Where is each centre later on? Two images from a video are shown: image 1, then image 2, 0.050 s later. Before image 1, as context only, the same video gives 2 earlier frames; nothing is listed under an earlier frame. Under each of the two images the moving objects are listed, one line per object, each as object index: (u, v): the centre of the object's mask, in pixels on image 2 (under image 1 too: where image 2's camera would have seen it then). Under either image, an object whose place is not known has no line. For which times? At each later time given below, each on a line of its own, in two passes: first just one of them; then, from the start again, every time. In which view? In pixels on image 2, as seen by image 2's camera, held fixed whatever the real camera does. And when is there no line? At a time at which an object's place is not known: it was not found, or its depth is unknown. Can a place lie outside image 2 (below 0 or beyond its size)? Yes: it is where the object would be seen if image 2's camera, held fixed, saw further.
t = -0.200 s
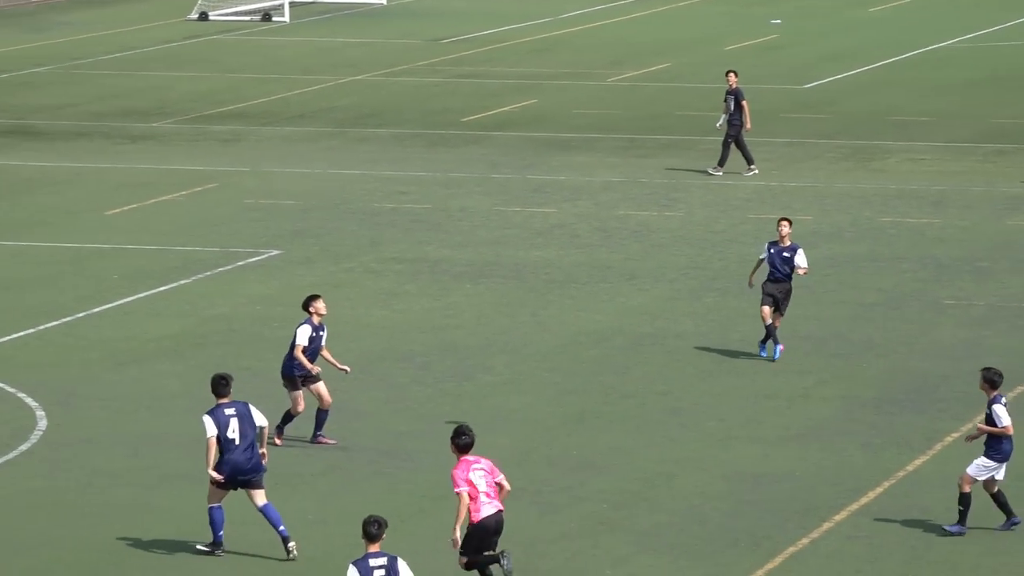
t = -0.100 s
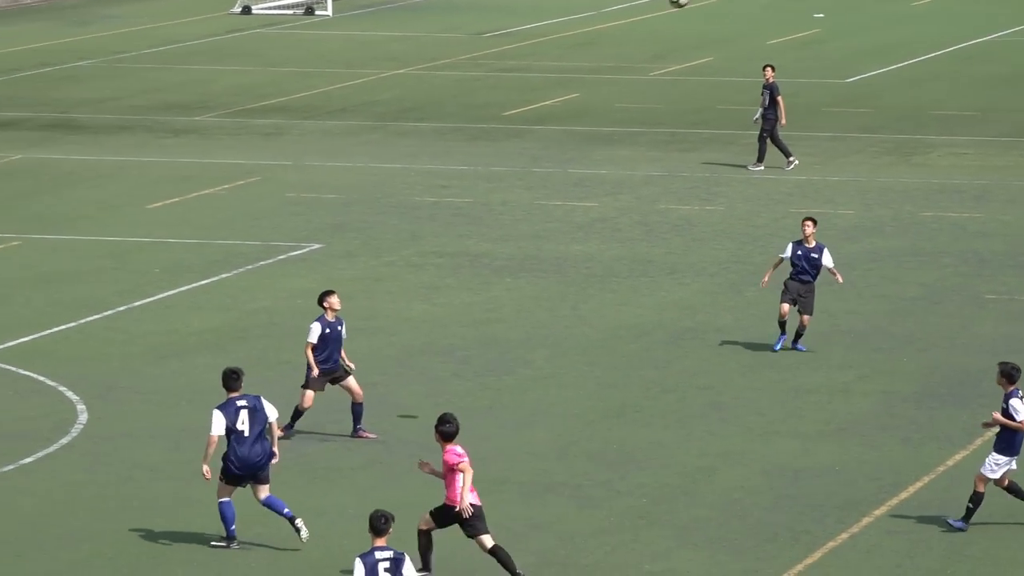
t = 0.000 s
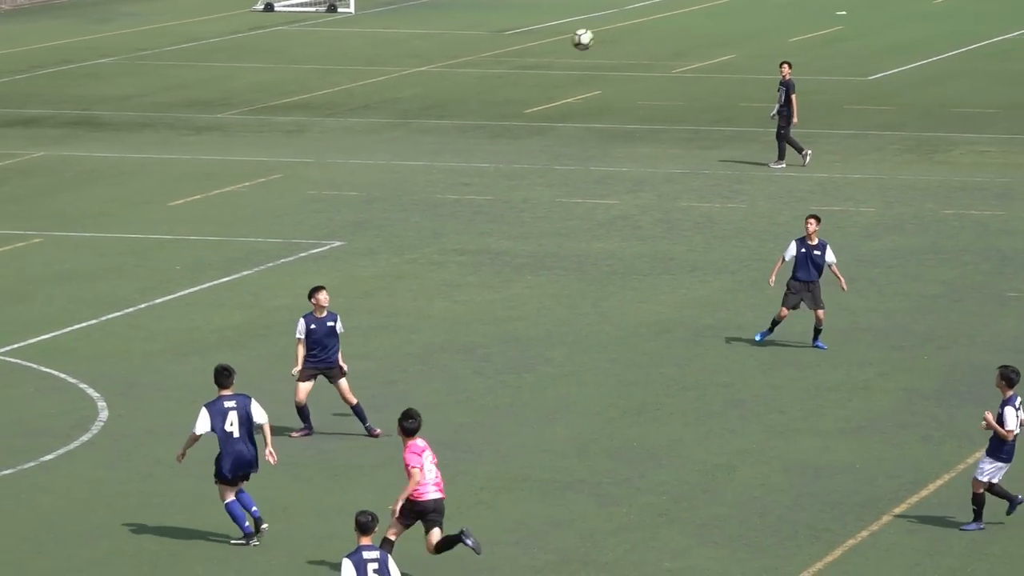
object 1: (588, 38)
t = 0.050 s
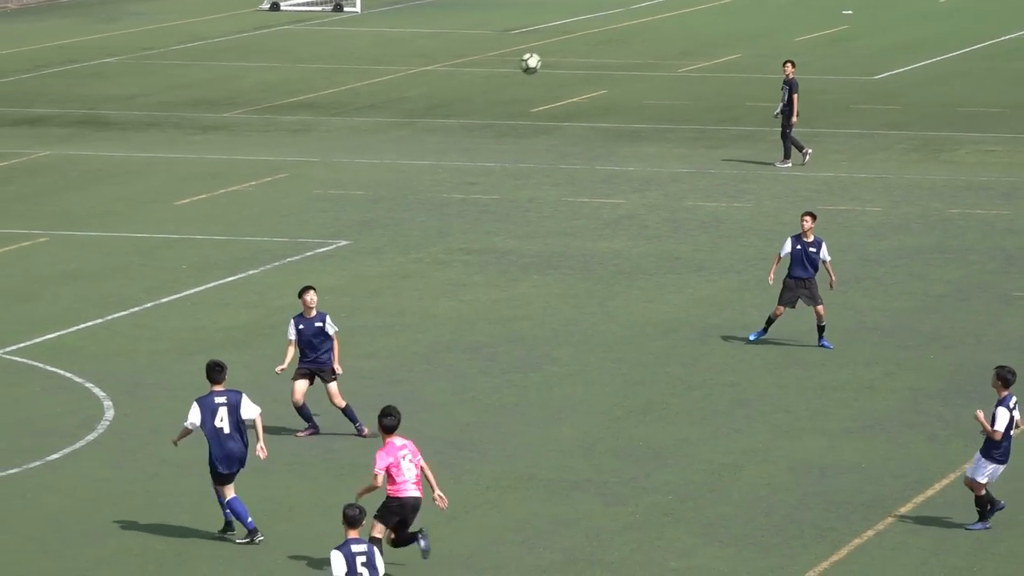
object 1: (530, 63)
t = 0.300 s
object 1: (244, 209)
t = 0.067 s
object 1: (511, 72)
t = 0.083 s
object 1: (492, 81)
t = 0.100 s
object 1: (473, 89)
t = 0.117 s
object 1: (453, 99)
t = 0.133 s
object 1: (434, 108)
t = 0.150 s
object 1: (414, 117)
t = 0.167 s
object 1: (395, 127)
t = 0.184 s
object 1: (376, 137)
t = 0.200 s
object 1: (357, 146)
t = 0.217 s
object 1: (338, 156)
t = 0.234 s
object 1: (320, 166)
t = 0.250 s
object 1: (301, 177)
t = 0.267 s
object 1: (282, 187)
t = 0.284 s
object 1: (263, 198)
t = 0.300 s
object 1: (244, 209)
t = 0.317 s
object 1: (225, 219)
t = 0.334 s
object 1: (206, 230)
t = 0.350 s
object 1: (188, 241)
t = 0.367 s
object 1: (169, 253)
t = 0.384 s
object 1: (150, 264)
